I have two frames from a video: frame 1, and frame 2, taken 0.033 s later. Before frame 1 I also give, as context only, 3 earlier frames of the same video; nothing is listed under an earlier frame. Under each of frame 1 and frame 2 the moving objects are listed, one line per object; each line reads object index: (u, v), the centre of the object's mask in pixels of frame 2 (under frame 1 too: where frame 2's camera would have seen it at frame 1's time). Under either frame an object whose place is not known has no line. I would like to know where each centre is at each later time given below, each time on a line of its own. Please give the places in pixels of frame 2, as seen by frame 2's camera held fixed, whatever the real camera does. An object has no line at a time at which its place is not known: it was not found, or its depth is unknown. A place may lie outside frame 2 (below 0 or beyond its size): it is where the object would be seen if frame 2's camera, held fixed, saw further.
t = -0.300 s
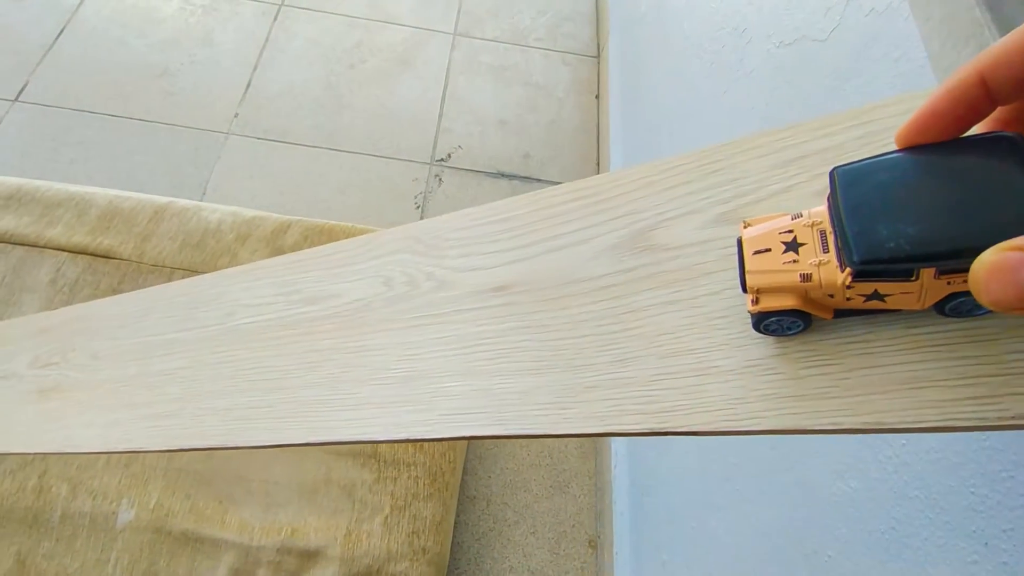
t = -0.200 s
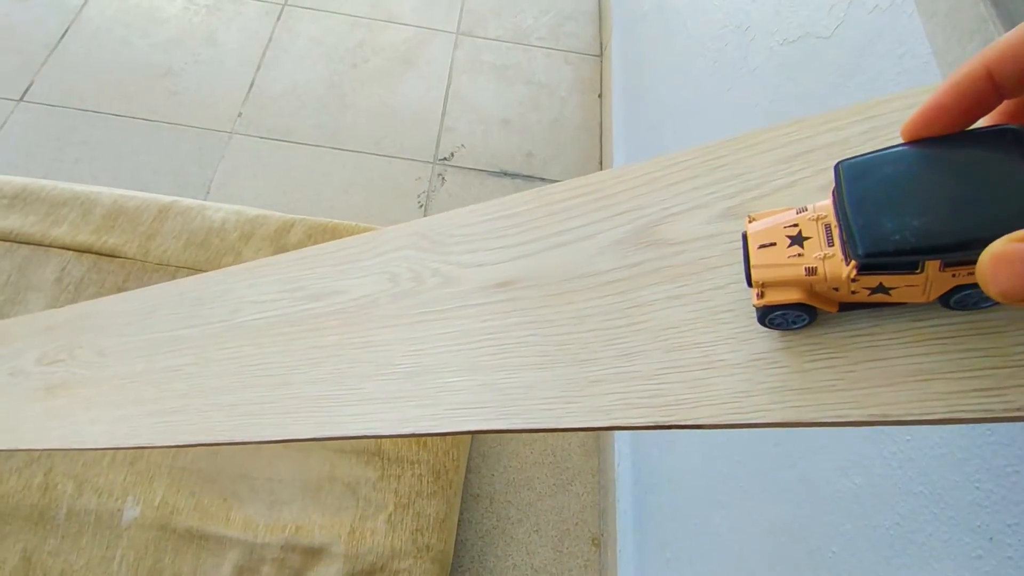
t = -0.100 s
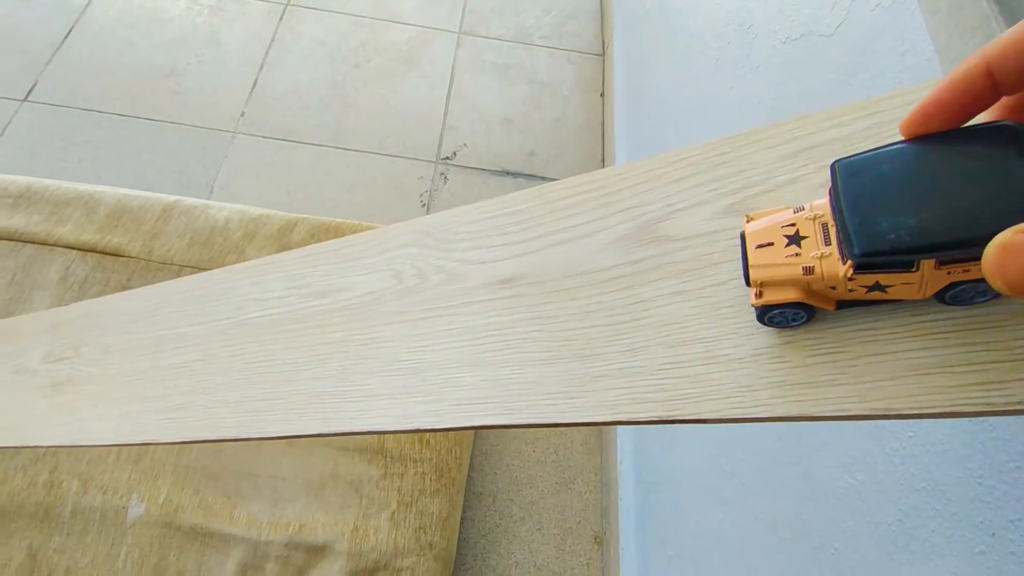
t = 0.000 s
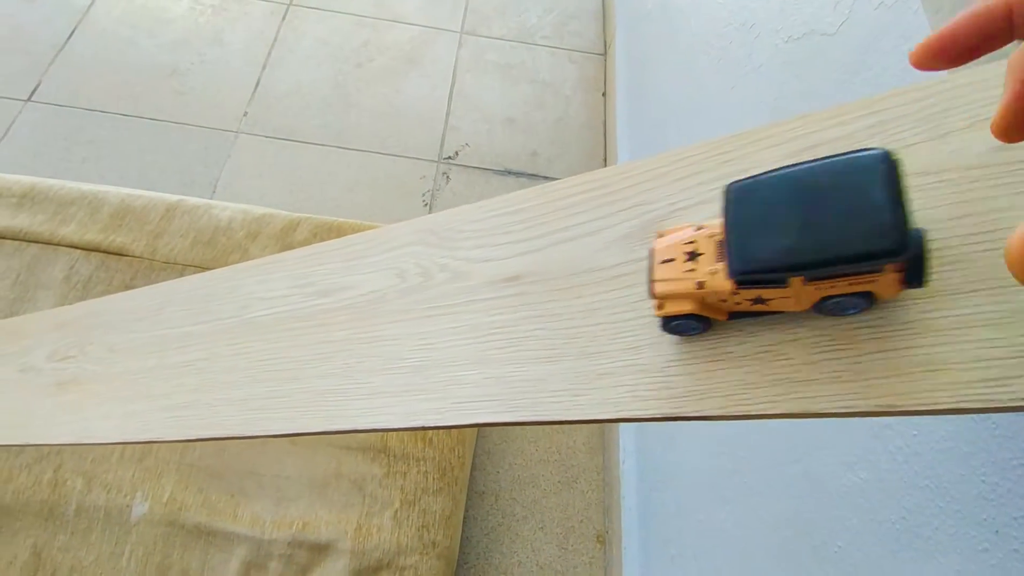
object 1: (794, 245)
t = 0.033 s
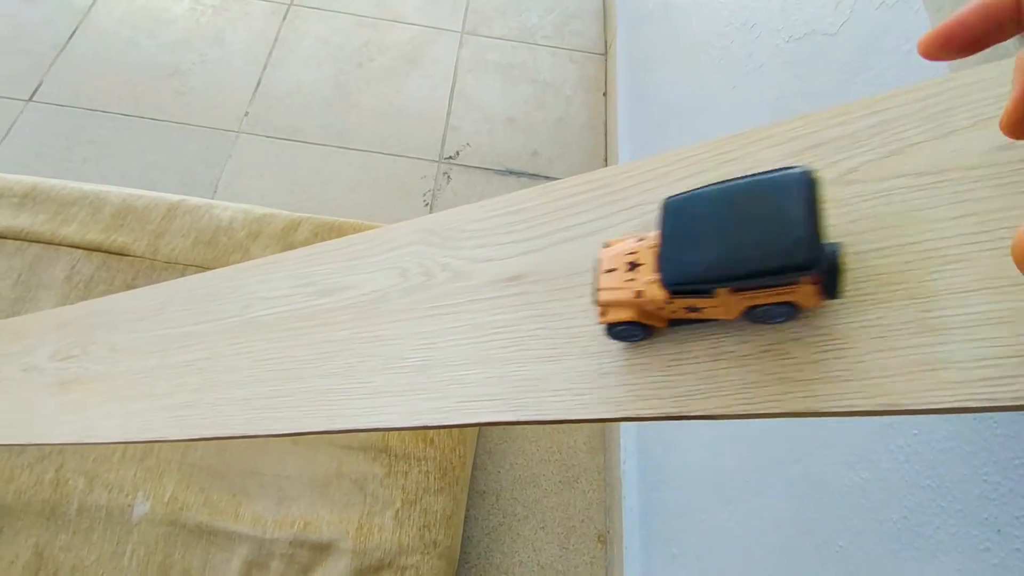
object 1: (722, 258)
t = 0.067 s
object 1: (642, 271)
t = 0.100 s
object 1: (561, 286)
